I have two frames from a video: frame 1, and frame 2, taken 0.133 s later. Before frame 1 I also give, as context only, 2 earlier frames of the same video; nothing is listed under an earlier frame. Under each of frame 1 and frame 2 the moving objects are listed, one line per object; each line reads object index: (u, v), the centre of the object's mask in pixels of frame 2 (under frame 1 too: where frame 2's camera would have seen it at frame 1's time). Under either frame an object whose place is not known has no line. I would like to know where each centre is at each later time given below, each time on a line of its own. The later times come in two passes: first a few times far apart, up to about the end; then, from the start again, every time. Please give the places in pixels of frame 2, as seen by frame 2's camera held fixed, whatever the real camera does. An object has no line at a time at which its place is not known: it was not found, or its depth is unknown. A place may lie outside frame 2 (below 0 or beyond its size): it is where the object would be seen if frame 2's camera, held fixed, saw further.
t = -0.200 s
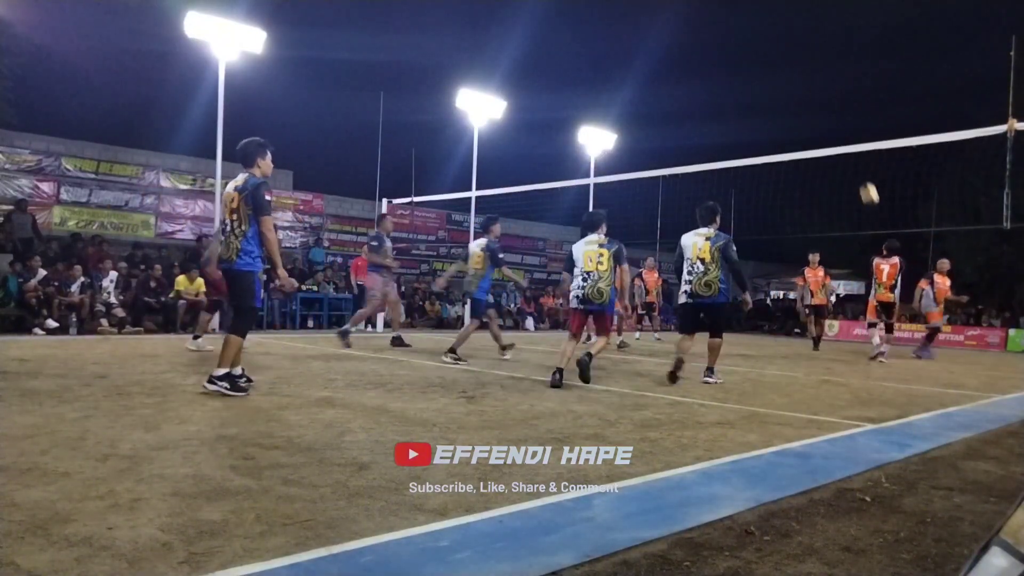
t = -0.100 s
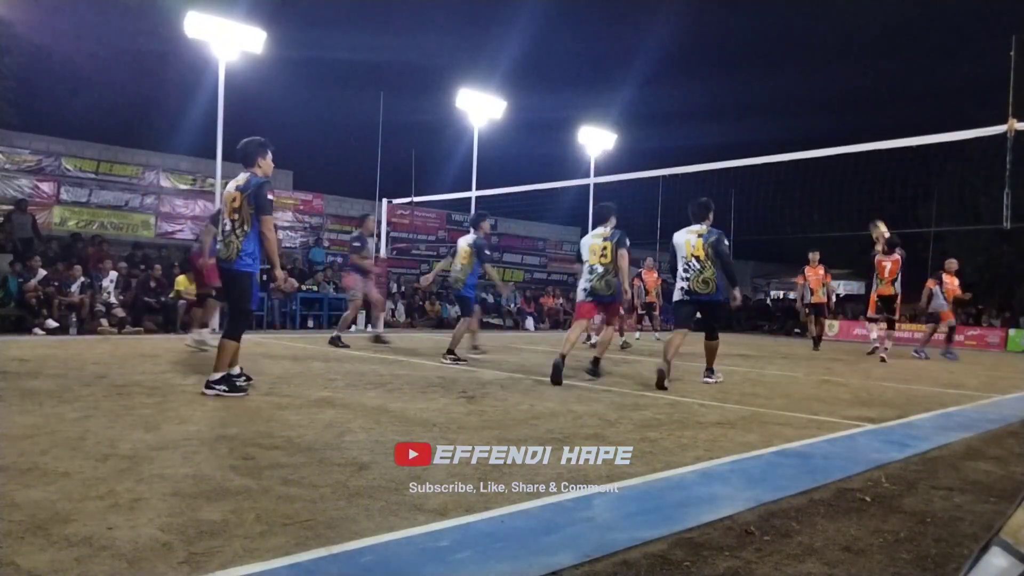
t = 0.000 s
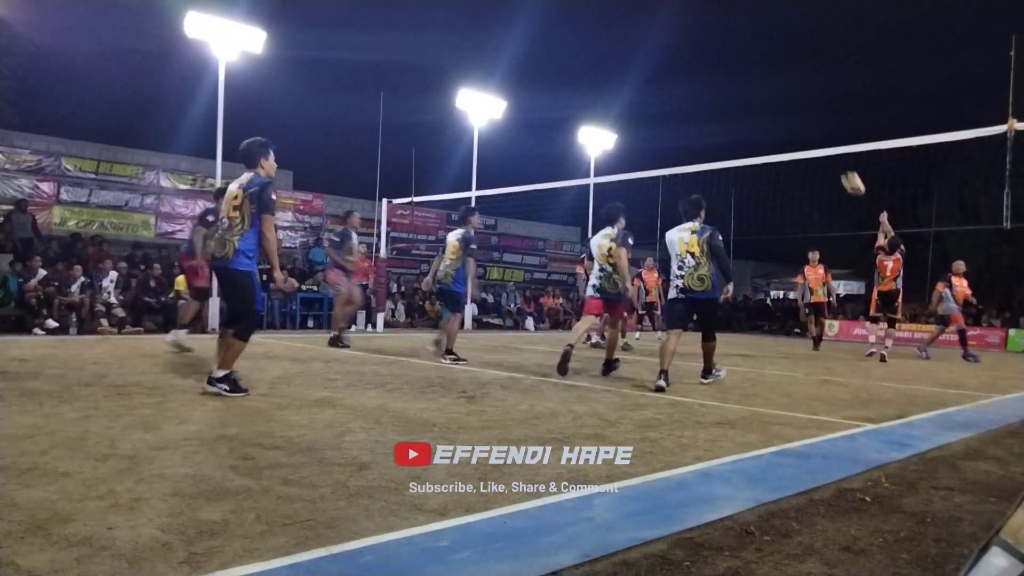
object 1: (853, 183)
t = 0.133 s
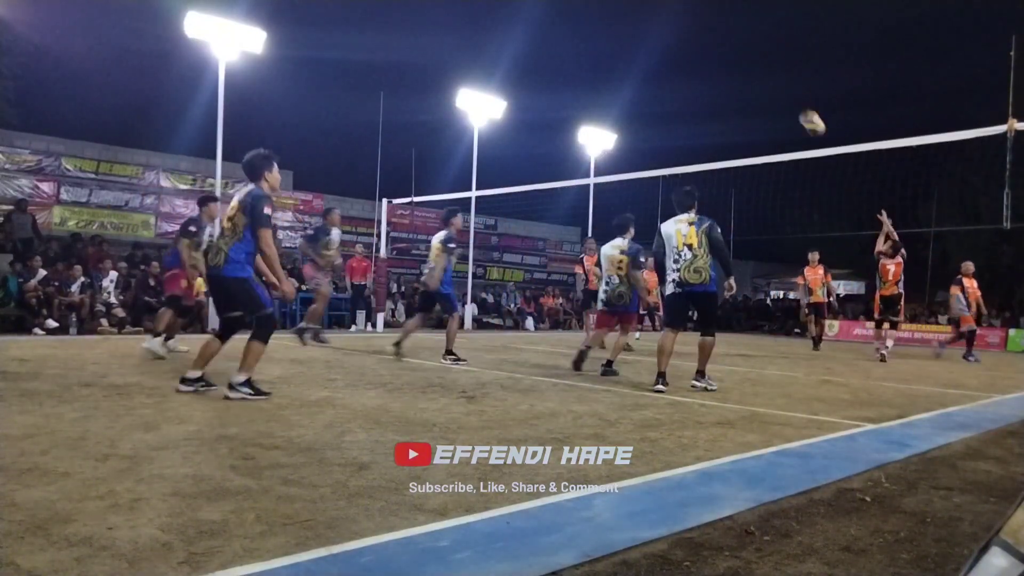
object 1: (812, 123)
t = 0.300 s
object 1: (753, 59)
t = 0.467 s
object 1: (684, 13)
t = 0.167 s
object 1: (801, 108)
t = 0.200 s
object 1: (789, 95)
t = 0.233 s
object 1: (778, 82)
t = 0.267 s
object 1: (766, 71)
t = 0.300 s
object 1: (753, 59)
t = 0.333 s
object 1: (740, 48)
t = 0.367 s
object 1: (727, 38)
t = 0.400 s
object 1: (712, 29)
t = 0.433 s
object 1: (698, 20)
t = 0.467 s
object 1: (684, 13)
